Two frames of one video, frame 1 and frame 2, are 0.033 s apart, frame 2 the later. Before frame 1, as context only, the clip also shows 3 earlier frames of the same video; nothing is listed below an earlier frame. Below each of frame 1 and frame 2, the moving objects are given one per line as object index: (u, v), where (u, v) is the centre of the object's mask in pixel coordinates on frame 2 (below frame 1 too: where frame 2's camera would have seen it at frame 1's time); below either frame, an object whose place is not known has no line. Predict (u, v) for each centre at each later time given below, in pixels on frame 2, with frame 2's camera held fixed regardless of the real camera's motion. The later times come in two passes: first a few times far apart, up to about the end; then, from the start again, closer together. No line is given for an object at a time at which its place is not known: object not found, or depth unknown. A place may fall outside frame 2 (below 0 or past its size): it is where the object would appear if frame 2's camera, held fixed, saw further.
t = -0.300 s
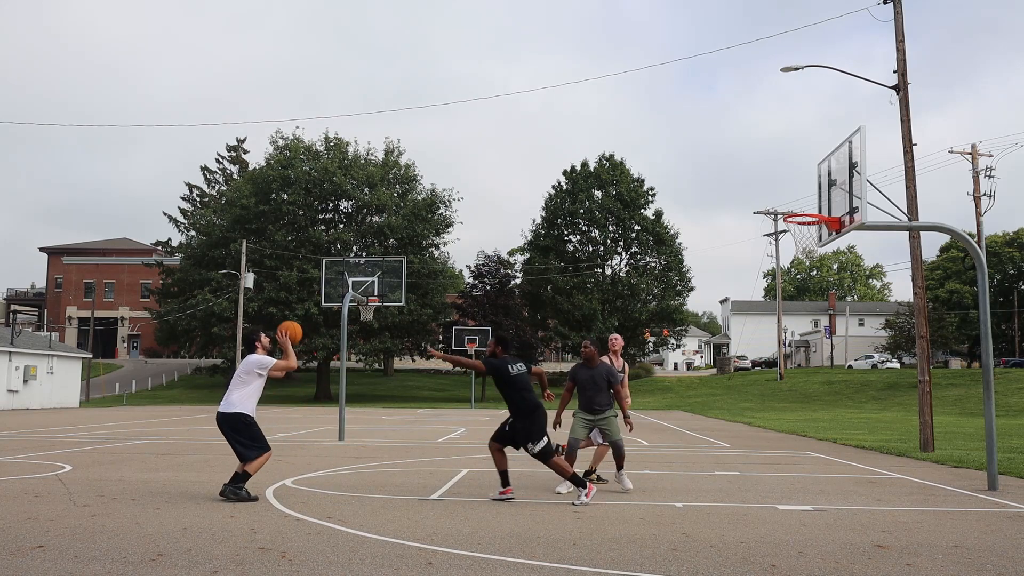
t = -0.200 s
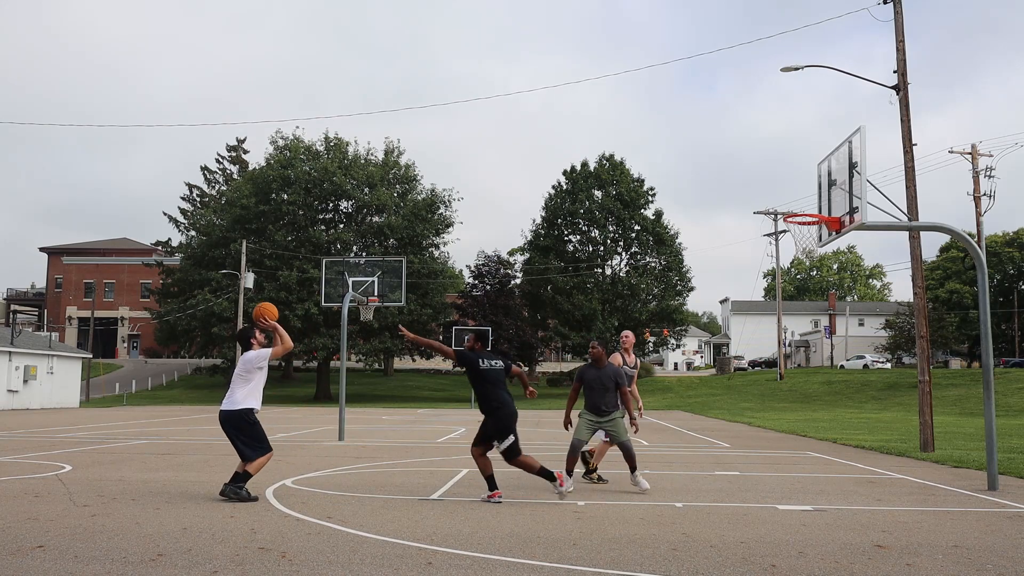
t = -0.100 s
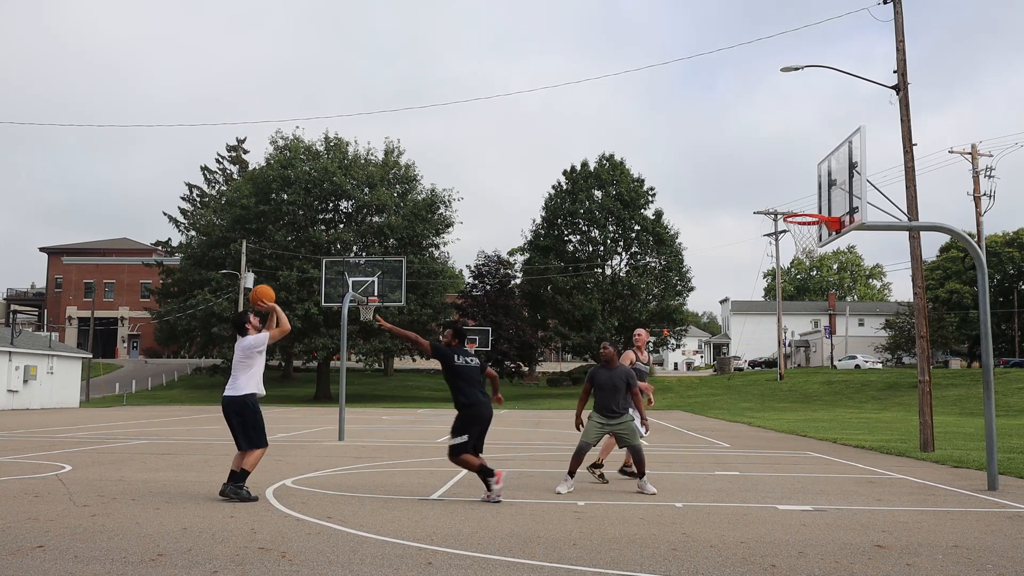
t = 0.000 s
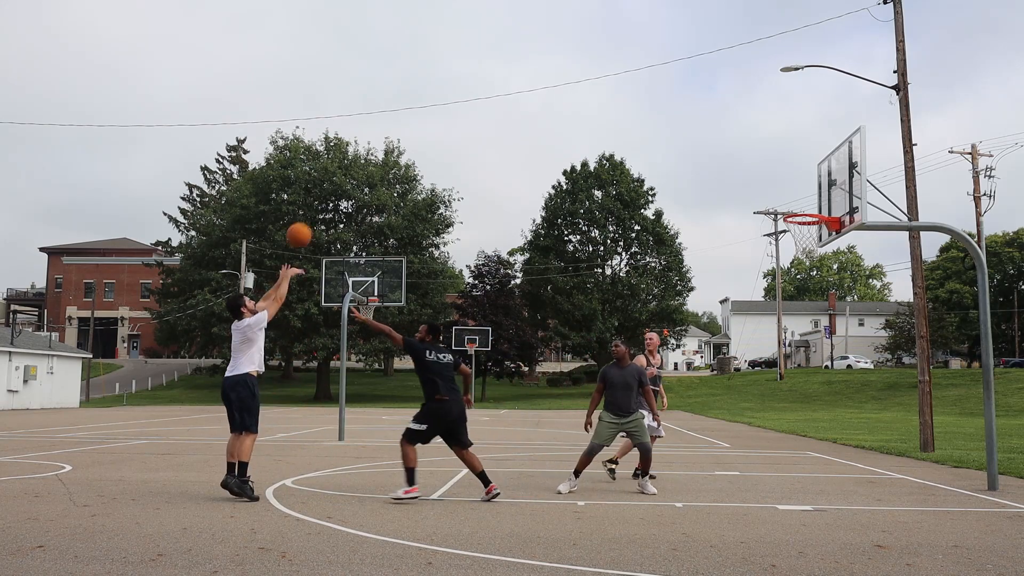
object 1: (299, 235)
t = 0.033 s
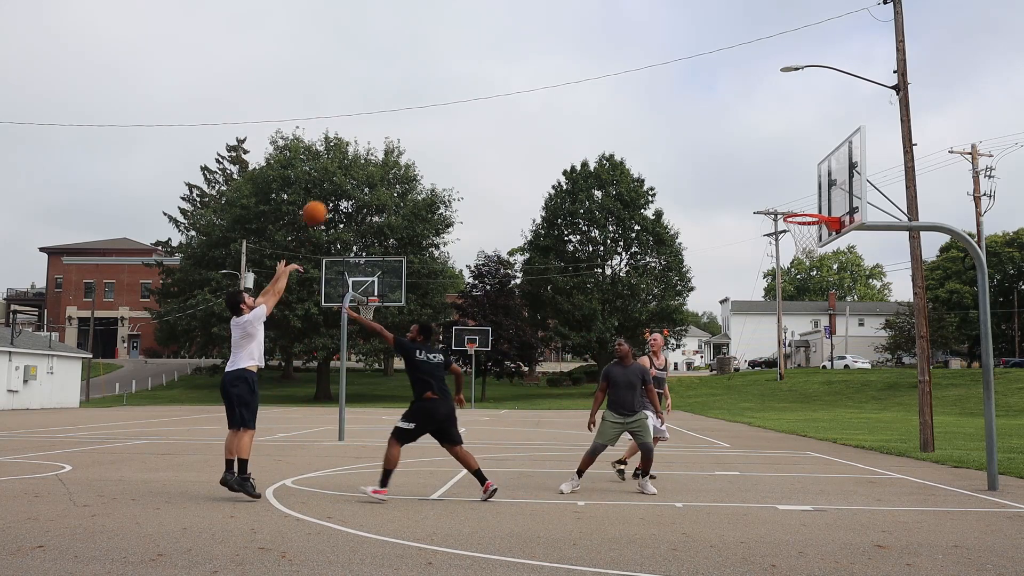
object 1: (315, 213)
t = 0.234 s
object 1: (405, 108)
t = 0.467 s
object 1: (502, 40)
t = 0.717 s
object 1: (598, 24)
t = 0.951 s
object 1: (683, 56)
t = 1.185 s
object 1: (764, 132)
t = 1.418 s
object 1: (832, 179)
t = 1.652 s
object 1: (807, 131)
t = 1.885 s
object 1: (781, 128)
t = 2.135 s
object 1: (753, 173)
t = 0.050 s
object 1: (322, 202)
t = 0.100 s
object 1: (346, 173)
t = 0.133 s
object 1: (361, 155)
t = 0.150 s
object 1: (368, 146)
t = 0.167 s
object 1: (376, 138)
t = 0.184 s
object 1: (383, 130)
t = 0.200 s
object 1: (390, 122)
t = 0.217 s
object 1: (398, 115)
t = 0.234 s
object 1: (405, 108)
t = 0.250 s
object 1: (412, 101)
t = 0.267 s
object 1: (419, 95)
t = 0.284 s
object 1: (426, 89)
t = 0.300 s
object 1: (434, 83)
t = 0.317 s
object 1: (440, 77)
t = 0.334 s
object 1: (447, 72)
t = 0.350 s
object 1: (454, 67)
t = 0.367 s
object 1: (461, 62)
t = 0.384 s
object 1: (468, 58)
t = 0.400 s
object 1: (475, 54)
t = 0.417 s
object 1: (482, 50)
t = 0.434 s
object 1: (488, 46)
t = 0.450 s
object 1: (495, 43)
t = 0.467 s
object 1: (502, 40)
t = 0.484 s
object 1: (508, 37)
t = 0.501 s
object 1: (515, 35)
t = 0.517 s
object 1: (522, 32)
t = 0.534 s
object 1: (528, 30)
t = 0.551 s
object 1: (535, 29)
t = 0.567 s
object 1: (541, 27)
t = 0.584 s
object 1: (547, 26)
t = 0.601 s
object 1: (554, 25)
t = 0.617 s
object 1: (560, 24)
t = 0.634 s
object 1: (566, 23)
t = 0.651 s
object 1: (573, 23)
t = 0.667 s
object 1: (579, 23)
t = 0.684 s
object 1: (585, 23)
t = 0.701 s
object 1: (592, 23)
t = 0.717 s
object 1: (598, 24)
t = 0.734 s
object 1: (604, 25)
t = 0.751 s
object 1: (610, 26)
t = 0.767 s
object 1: (616, 27)
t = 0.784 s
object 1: (623, 29)
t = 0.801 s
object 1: (629, 30)
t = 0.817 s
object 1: (635, 32)
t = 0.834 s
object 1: (641, 35)
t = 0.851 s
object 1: (647, 37)
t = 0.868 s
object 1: (653, 40)
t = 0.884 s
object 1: (659, 43)
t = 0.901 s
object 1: (665, 46)
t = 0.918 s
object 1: (671, 49)
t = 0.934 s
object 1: (677, 53)
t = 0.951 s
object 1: (683, 56)
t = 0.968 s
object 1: (689, 60)
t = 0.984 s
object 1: (695, 65)
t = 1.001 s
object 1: (701, 69)
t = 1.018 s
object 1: (706, 74)
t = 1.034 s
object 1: (712, 79)
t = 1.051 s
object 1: (718, 84)
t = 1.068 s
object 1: (724, 89)
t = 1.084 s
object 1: (730, 94)
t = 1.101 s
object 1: (735, 100)
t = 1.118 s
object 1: (741, 106)
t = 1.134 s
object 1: (747, 112)
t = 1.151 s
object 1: (753, 119)
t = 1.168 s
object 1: (758, 125)
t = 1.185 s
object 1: (764, 132)
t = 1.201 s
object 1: (769, 139)
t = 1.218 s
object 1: (775, 146)
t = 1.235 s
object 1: (781, 154)
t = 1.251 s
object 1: (787, 161)
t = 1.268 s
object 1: (792, 169)
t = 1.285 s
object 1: (798, 177)
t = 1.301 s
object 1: (803, 185)
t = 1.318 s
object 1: (809, 194)
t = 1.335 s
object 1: (815, 203)
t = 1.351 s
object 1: (819, 205)
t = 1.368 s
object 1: (822, 198)
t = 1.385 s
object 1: (825, 191)
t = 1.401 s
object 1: (828, 185)
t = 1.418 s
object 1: (832, 179)
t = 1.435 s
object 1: (833, 174)
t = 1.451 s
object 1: (831, 170)
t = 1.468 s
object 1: (829, 165)
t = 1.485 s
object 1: (827, 161)
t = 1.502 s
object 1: (825, 157)
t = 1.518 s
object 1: (823, 153)
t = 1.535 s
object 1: (821, 150)
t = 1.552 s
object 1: (819, 146)
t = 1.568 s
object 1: (817, 143)
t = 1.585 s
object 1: (815, 140)
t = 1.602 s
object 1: (813, 138)
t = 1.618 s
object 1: (811, 135)
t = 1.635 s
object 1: (809, 133)
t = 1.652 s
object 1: (807, 131)
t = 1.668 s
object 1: (805, 130)
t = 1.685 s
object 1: (803, 128)
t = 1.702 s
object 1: (801, 127)
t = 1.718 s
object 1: (799, 126)
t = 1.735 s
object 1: (798, 125)
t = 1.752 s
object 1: (796, 124)
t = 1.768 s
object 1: (794, 124)
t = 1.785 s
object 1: (792, 124)
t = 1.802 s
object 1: (790, 124)
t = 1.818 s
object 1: (788, 124)
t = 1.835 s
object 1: (786, 125)
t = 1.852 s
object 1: (784, 126)
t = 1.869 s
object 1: (782, 127)
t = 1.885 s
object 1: (781, 128)
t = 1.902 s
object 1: (779, 129)
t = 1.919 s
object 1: (777, 131)
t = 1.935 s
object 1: (775, 133)
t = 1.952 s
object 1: (773, 135)
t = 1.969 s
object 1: (771, 137)
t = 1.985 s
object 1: (769, 140)
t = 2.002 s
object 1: (767, 143)
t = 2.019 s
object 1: (766, 146)
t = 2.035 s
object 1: (764, 149)
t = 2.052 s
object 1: (762, 153)
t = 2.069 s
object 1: (760, 156)
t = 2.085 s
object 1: (758, 160)
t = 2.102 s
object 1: (756, 164)
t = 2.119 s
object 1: (755, 169)
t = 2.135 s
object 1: (753, 173)
